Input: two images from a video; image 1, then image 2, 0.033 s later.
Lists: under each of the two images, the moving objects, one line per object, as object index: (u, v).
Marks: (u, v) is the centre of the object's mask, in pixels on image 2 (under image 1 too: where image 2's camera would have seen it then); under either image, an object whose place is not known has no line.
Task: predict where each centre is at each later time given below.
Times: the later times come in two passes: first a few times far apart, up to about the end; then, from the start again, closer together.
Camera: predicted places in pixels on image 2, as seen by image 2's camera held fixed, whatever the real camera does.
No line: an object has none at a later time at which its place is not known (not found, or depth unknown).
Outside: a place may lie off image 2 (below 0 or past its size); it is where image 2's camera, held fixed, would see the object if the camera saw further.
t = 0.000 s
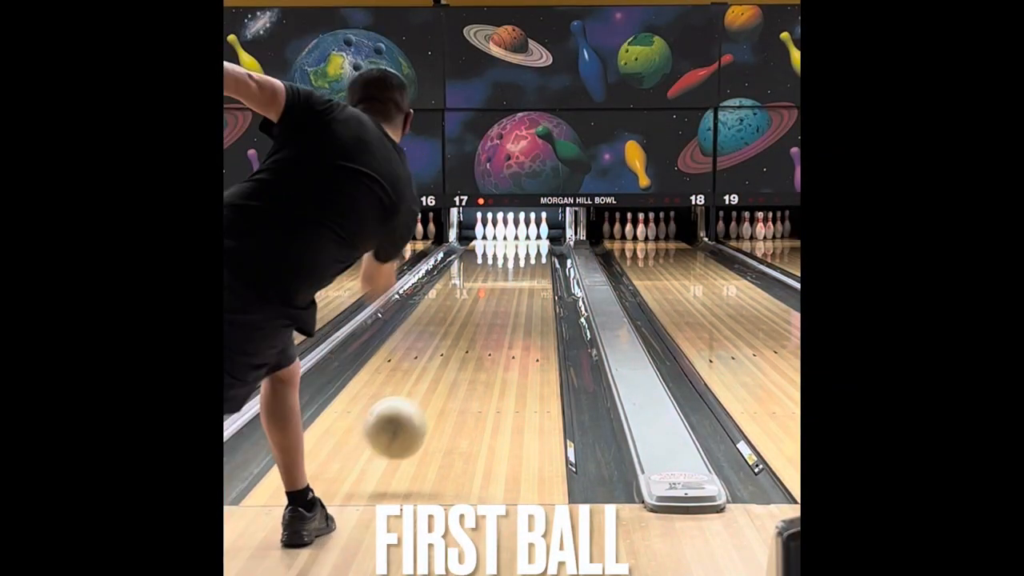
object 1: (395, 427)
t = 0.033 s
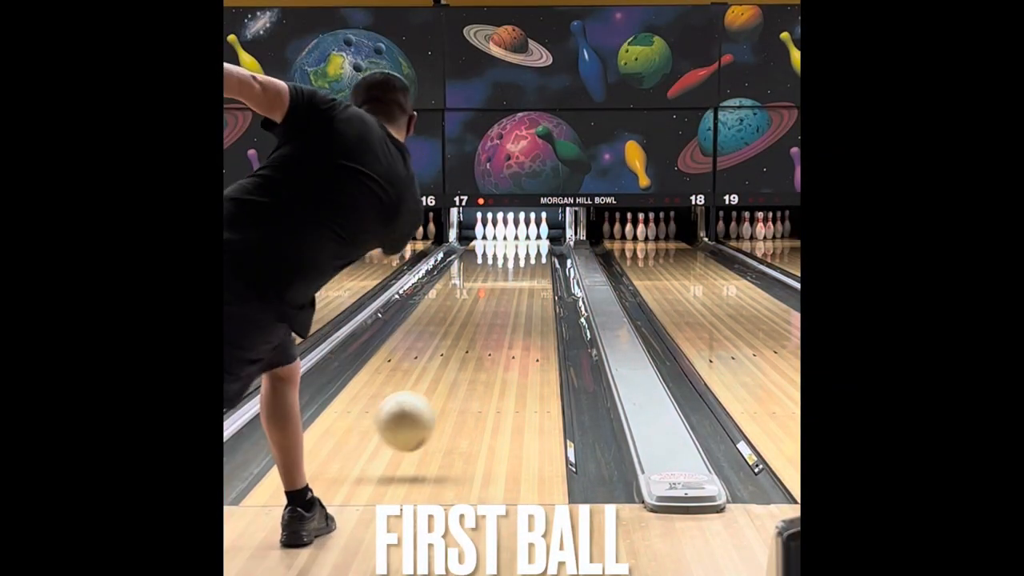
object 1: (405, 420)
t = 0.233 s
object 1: (450, 387)
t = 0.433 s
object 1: (478, 348)
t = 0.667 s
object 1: (499, 318)
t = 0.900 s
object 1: (512, 296)
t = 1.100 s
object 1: (520, 280)
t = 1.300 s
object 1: (525, 269)
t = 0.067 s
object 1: (415, 417)
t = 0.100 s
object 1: (423, 418)
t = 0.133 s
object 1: (431, 412)
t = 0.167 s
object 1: (437, 403)
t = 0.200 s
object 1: (445, 395)
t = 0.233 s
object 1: (450, 387)
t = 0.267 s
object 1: (456, 380)
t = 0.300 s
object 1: (461, 373)
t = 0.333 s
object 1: (466, 366)
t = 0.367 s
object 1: (470, 360)
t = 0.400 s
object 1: (474, 354)
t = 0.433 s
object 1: (478, 348)
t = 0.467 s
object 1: (482, 343)
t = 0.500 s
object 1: (485, 338)
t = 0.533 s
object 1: (488, 334)
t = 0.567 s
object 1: (492, 330)
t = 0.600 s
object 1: (494, 326)
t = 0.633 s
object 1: (497, 322)
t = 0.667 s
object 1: (499, 318)
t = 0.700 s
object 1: (501, 315)
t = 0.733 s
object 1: (504, 312)
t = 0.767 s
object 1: (505, 309)
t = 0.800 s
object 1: (507, 305)
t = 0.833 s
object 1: (509, 303)
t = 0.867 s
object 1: (510, 299)
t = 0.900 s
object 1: (512, 296)
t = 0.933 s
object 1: (514, 294)
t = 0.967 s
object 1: (515, 291)
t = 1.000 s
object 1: (516, 288)
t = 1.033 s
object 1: (518, 285)
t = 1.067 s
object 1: (519, 283)
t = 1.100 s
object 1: (520, 280)
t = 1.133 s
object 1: (521, 278)
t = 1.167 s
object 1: (522, 276)
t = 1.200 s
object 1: (522, 274)
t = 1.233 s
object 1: (523, 272)
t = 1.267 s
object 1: (524, 271)
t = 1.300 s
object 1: (525, 269)
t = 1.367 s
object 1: (526, 265)
